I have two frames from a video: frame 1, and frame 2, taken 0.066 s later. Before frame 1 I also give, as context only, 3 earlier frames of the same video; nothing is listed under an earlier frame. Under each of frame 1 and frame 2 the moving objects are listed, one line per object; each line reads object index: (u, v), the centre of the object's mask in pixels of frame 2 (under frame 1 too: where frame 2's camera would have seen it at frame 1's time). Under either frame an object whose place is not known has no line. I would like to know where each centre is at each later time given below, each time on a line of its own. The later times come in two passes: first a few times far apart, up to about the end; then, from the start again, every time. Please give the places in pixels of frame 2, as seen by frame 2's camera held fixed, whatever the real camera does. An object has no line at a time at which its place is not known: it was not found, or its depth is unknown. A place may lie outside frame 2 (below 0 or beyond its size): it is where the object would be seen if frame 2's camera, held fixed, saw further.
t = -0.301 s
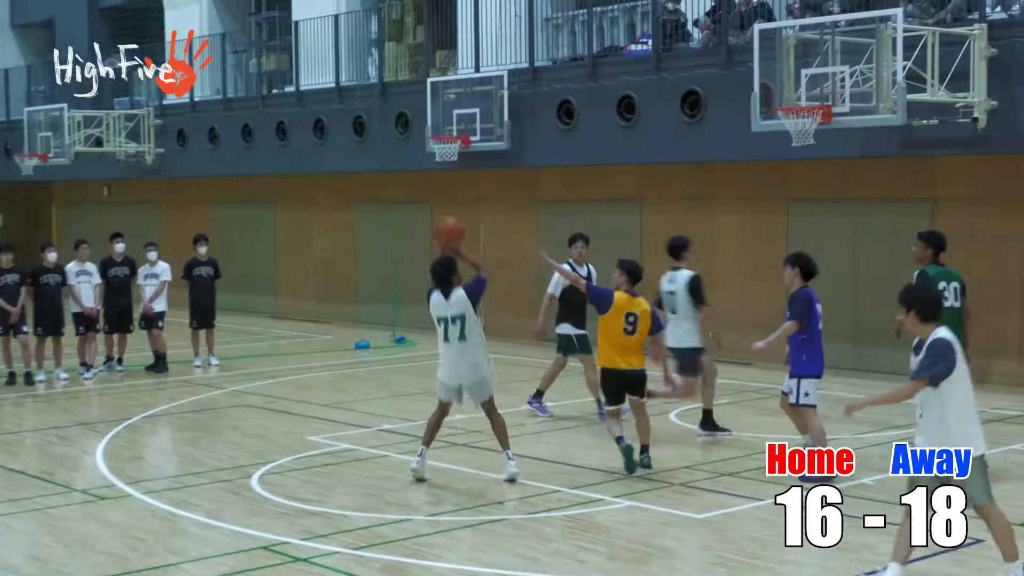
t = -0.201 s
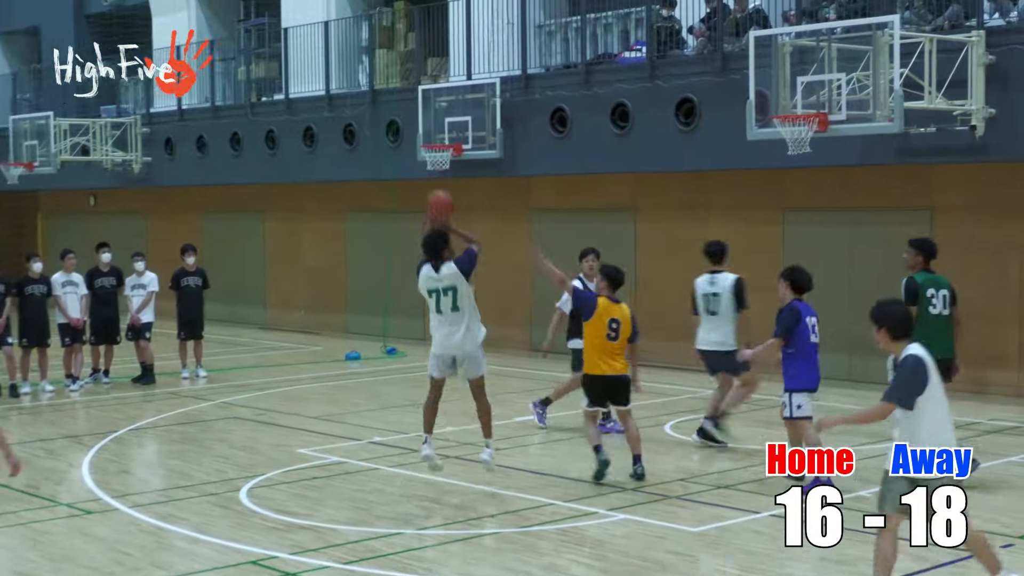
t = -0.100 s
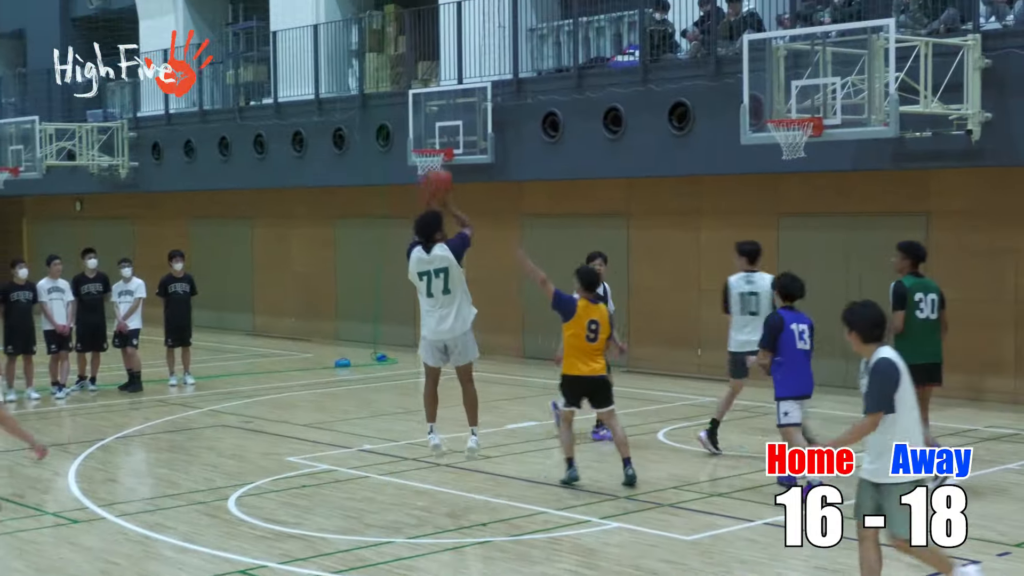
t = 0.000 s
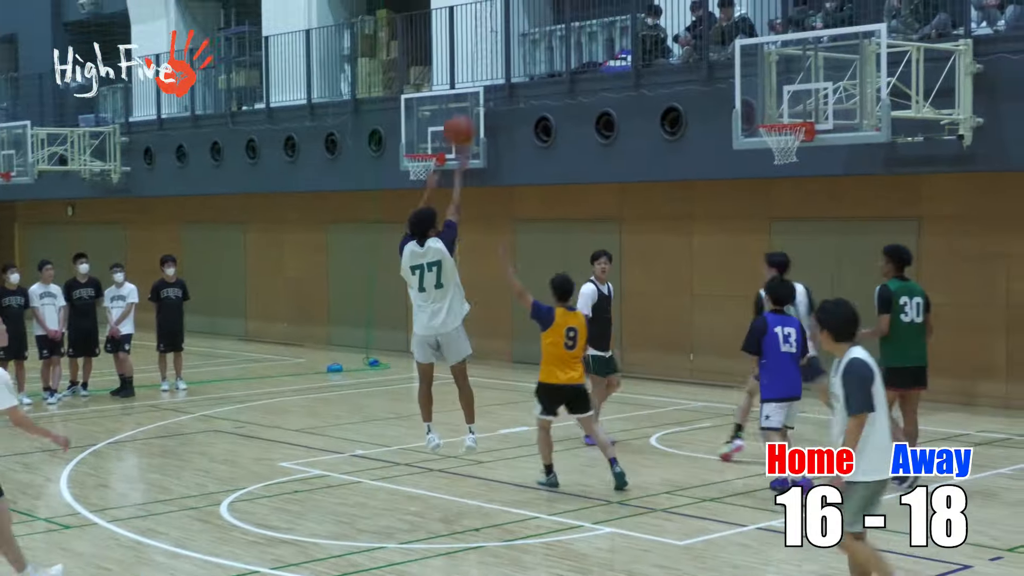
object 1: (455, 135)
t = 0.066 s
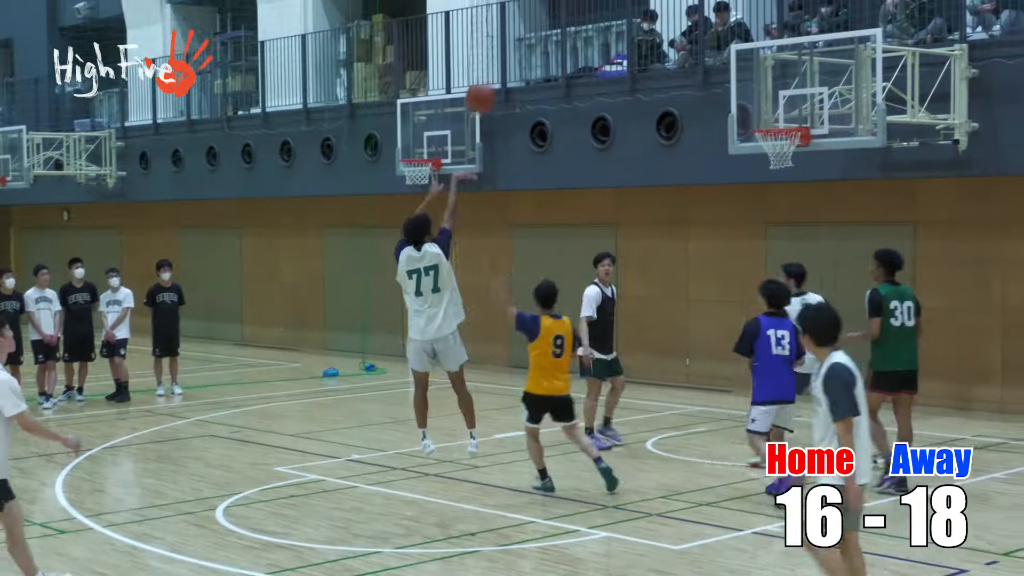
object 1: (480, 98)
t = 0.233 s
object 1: (544, 28)
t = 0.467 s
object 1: (624, -4)
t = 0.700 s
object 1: (696, 24)
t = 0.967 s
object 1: (766, 121)
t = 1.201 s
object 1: (745, 85)
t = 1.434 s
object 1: (721, 109)
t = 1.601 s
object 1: (704, 165)
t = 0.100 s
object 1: (494, 81)
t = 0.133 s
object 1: (507, 66)
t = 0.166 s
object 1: (518, 52)
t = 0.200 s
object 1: (531, 40)
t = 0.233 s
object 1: (544, 28)
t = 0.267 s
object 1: (556, 20)
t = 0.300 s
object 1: (568, 12)
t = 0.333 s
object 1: (579, 7)
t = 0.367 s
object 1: (591, 2)
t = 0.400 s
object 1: (602, -1)
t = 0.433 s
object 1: (613, -3)
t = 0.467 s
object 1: (624, -4)
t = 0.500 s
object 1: (635, -4)
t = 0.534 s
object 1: (645, -3)
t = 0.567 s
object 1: (655, 0)
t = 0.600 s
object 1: (666, 5)
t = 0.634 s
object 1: (676, 10)
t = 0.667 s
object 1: (686, 17)
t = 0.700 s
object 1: (696, 24)
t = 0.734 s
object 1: (705, 33)
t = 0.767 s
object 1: (715, 43)
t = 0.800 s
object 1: (723, 54)
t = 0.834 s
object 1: (733, 66)
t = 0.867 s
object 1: (742, 79)
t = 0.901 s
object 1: (751, 92)
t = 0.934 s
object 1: (759, 107)
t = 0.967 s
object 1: (766, 121)
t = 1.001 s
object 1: (763, 113)
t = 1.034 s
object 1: (760, 105)
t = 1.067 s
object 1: (757, 99)
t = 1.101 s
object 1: (755, 94)
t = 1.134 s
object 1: (751, 90)
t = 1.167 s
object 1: (748, 87)
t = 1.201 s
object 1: (745, 85)
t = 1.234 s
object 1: (741, 85)
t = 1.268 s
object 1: (739, 86)
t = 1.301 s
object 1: (735, 88)
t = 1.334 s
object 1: (733, 91)
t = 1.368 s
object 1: (728, 95)
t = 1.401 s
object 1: (724, 102)
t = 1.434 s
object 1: (721, 109)
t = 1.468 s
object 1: (718, 117)
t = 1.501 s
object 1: (714, 128)
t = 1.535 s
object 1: (711, 139)
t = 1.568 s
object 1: (707, 151)
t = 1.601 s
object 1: (704, 165)
